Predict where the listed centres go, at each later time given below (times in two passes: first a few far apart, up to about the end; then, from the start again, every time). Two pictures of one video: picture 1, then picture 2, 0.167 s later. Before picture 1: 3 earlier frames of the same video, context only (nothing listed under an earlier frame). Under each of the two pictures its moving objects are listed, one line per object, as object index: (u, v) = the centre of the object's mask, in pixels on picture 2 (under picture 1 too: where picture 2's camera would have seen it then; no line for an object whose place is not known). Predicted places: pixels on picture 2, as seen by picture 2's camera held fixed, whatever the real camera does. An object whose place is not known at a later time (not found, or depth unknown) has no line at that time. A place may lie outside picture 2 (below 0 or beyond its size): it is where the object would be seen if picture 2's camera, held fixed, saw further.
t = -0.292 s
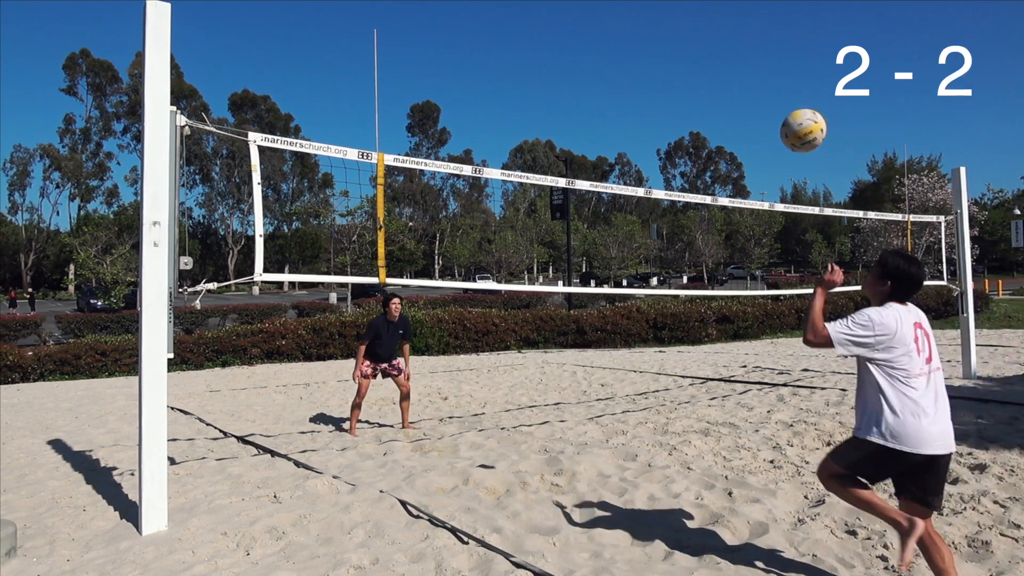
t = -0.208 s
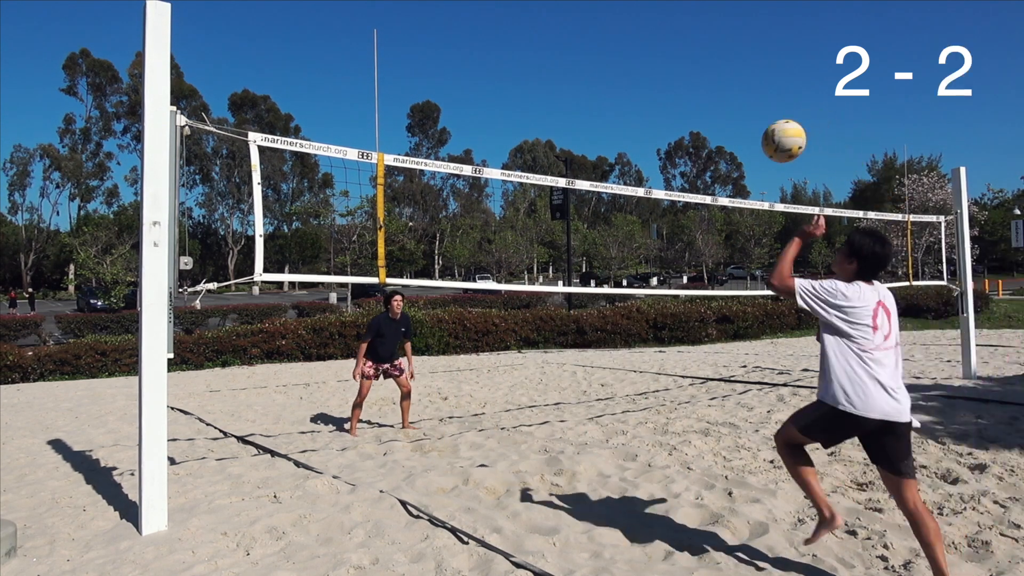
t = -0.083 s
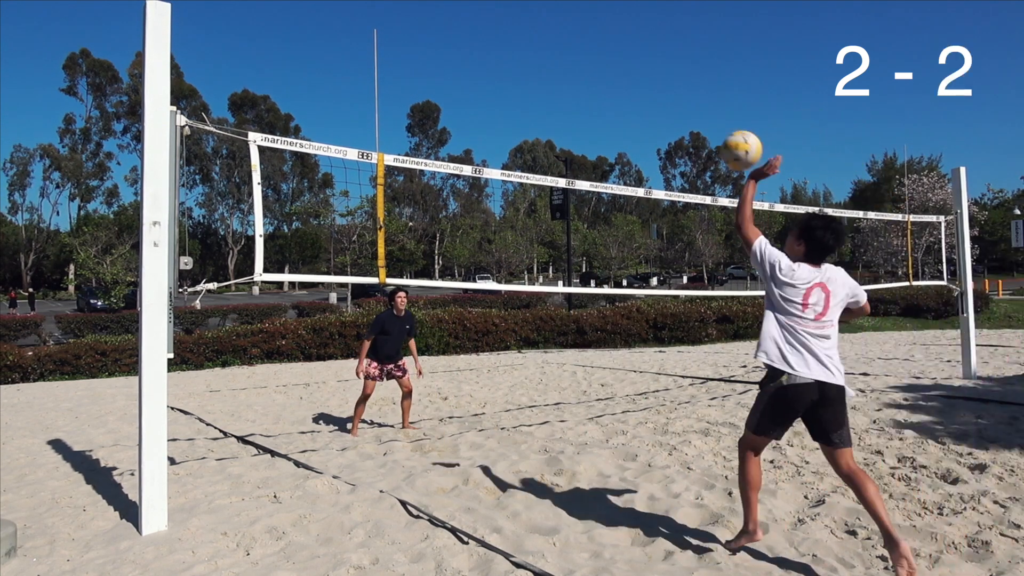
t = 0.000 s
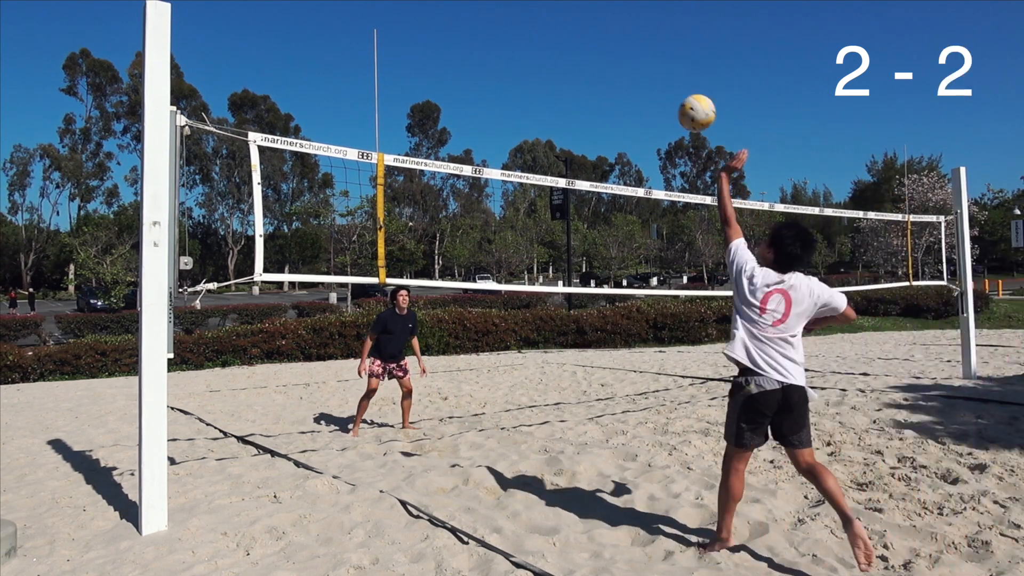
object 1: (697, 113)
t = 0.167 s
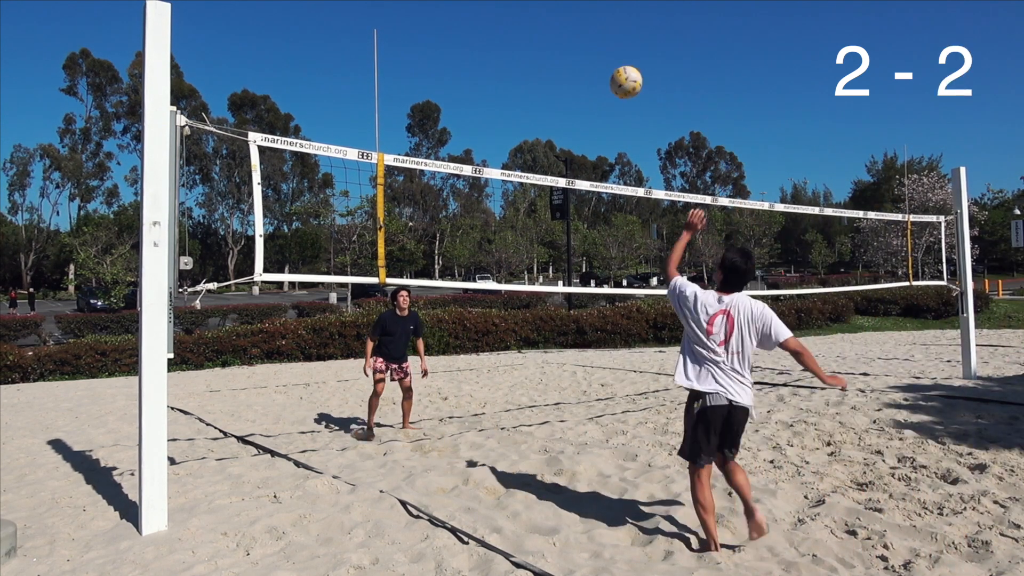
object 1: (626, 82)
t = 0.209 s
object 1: (614, 82)
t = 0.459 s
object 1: (541, 120)
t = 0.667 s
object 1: (495, 198)
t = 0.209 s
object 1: (614, 82)
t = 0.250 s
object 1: (597, 84)
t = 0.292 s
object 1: (587, 87)
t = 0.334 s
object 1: (572, 94)
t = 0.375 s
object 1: (562, 100)
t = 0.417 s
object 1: (549, 112)
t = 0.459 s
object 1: (541, 120)
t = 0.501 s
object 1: (529, 135)
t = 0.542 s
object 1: (522, 147)
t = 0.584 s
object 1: (512, 162)
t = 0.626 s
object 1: (504, 184)
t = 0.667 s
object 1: (495, 198)
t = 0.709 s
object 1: (490, 213)
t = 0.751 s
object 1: (481, 236)
